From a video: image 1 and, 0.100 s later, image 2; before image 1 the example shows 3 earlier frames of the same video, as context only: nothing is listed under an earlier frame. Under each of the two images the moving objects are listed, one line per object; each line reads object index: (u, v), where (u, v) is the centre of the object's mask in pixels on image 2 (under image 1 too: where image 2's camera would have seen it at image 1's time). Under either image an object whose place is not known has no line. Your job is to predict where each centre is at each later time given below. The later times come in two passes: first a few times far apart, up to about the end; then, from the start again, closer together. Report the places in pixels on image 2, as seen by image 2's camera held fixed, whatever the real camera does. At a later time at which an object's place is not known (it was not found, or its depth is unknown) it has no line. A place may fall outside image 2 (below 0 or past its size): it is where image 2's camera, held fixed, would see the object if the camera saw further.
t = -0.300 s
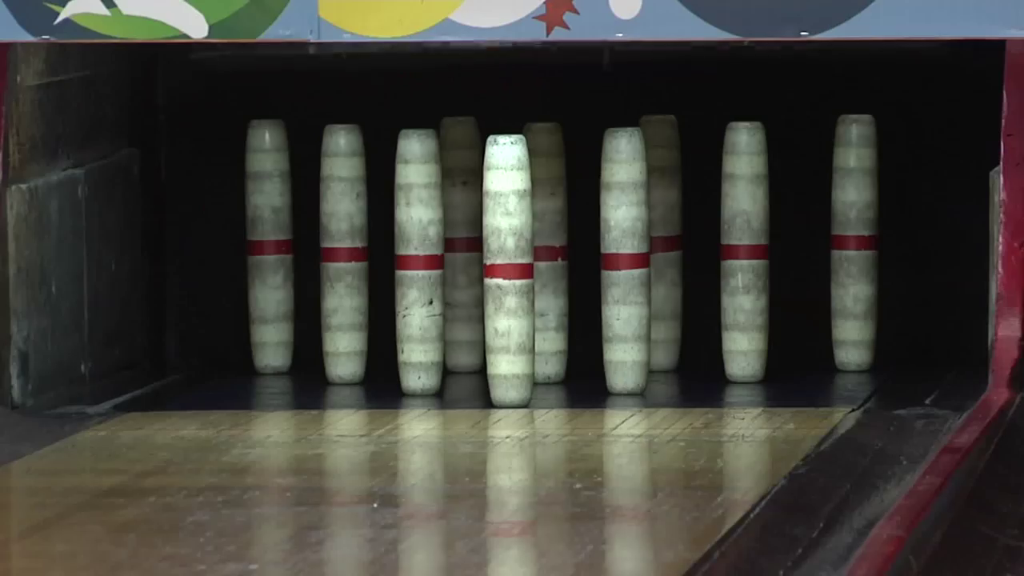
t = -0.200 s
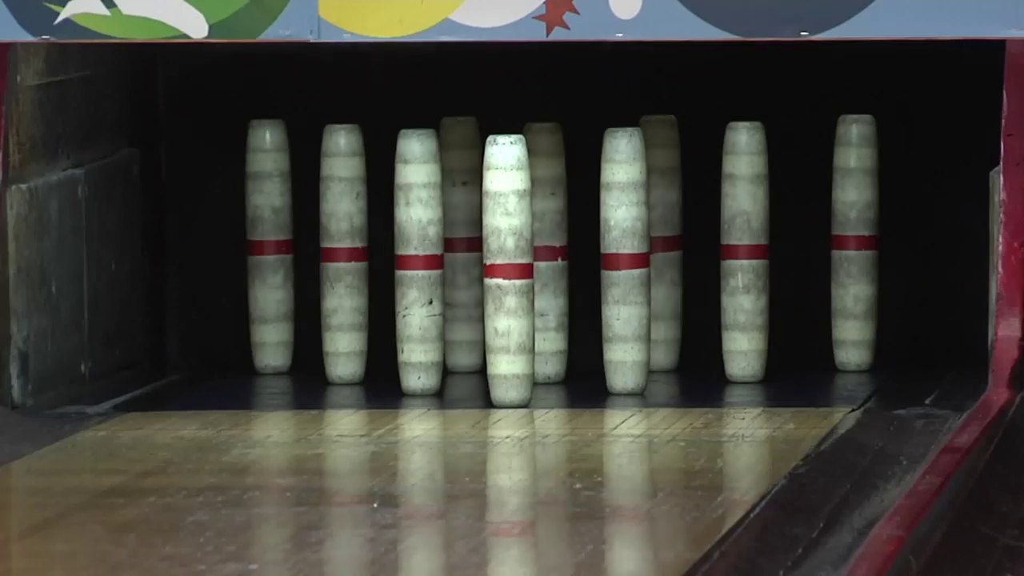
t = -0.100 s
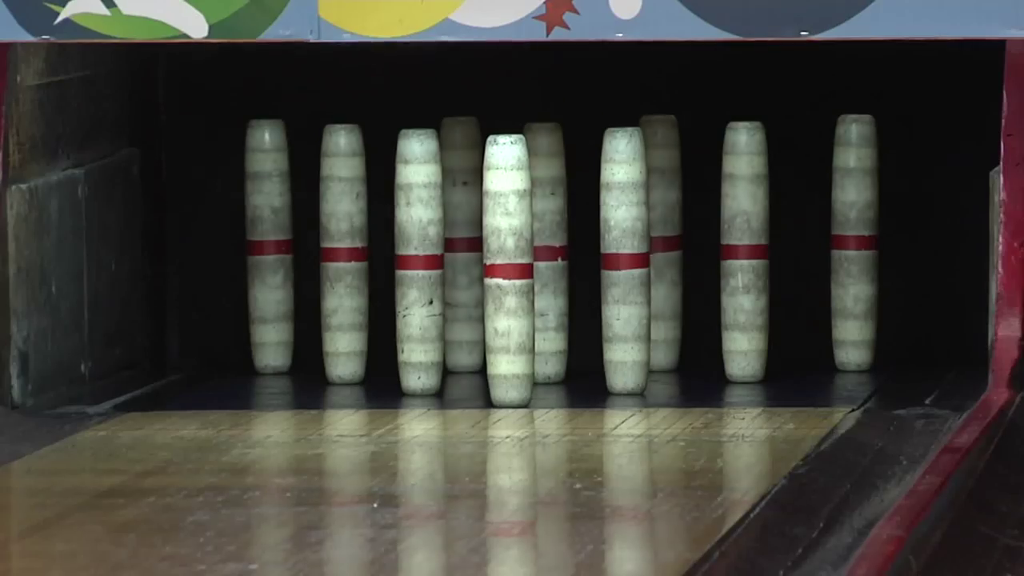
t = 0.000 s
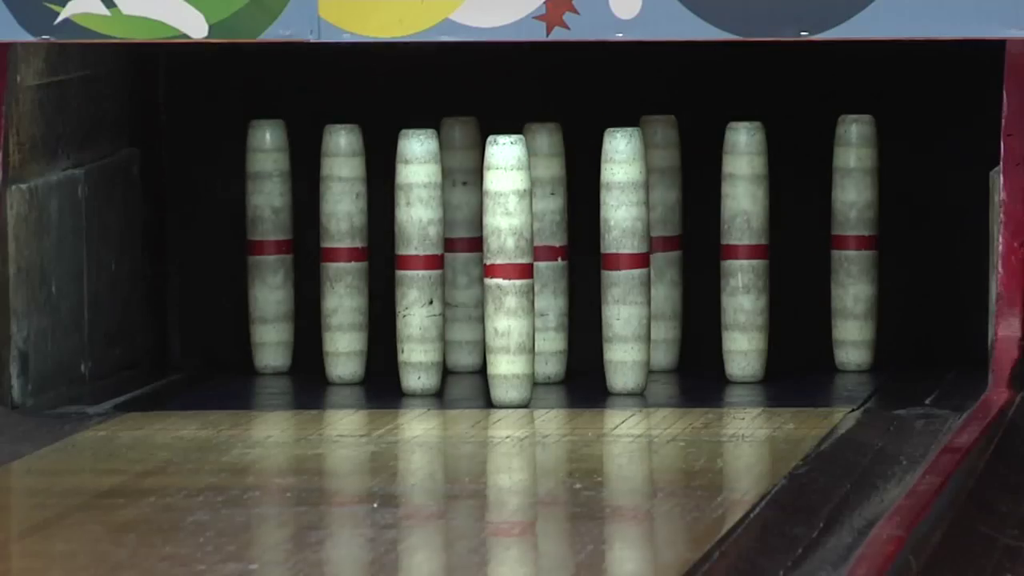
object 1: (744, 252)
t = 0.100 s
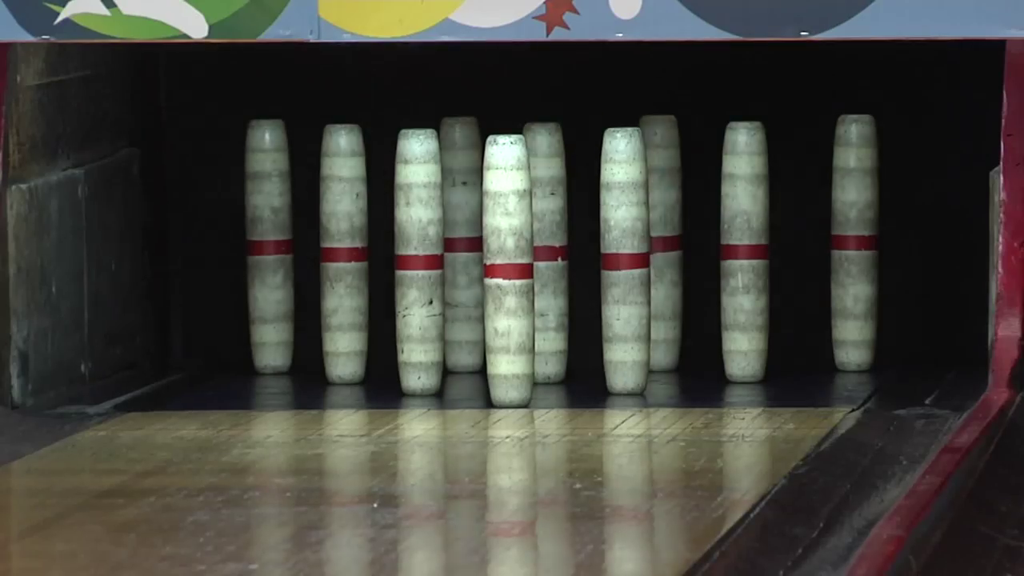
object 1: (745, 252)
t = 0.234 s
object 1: (745, 252)
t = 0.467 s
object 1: (745, 252)
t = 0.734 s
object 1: (849, 274)
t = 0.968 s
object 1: (935, 198)
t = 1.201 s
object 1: (873, 321)
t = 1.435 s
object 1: (847, 318)
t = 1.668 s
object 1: (856, 340)
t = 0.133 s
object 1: (745, 252)
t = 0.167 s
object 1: (745, 252)
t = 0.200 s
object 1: (744, 252)
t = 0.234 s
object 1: (745, 252)
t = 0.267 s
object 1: (745, 252)
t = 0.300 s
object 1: (745, 252)
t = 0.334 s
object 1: (744, 252)
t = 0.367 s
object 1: (744, 252)
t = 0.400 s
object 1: (745, 252)
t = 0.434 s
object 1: (745, 252)
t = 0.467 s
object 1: (745, 252)
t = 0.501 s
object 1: (745, 252)
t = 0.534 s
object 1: (745, 252)
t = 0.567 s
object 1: (745, 252)
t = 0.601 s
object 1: (744, 251)
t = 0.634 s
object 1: (744, 247)
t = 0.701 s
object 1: (817, 250)
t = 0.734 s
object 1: (849, 274)
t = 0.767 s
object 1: (908, 242)
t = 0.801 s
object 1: (939, 217)
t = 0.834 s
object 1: (956, 204)
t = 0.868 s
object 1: (965, 180)
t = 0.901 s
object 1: (957, 187)
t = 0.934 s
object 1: (945, 190)
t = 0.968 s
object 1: (935, 198)
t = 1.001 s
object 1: (925, 215)
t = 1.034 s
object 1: (919, 233)
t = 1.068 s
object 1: (914, 258)
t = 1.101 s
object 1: (898, 298)
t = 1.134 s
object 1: (890, 331)
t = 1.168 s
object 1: (884, 332)
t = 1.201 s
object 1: (873, 321)
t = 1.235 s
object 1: (867, 315)
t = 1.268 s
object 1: (862, 316)
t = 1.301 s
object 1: (858, 320)
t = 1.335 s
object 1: (855, 329)
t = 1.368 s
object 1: (850, 341)
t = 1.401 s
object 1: (848, 329)
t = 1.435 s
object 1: (847, 318)
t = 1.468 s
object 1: (845, 312)
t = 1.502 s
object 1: (844, 307)
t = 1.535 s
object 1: (843, 307)
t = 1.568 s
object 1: (844, 309)
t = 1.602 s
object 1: (845, 316)
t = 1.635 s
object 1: (850, 327)
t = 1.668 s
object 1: (856, 340)
